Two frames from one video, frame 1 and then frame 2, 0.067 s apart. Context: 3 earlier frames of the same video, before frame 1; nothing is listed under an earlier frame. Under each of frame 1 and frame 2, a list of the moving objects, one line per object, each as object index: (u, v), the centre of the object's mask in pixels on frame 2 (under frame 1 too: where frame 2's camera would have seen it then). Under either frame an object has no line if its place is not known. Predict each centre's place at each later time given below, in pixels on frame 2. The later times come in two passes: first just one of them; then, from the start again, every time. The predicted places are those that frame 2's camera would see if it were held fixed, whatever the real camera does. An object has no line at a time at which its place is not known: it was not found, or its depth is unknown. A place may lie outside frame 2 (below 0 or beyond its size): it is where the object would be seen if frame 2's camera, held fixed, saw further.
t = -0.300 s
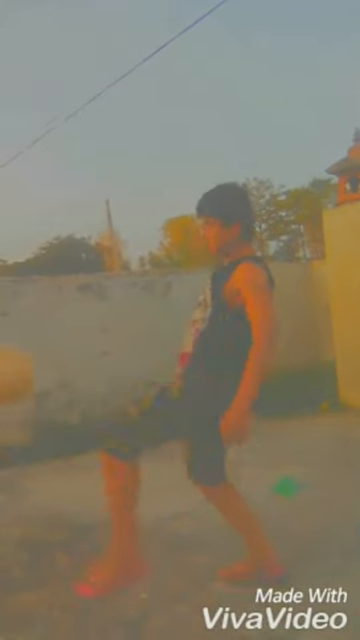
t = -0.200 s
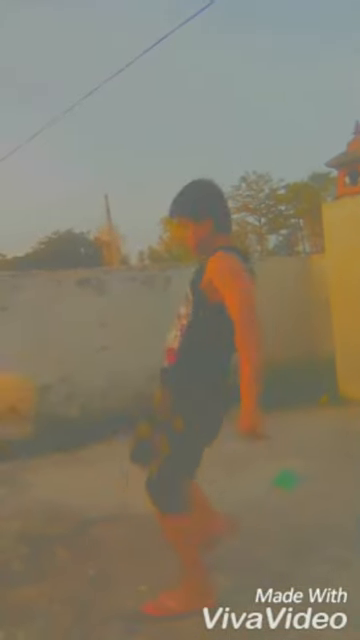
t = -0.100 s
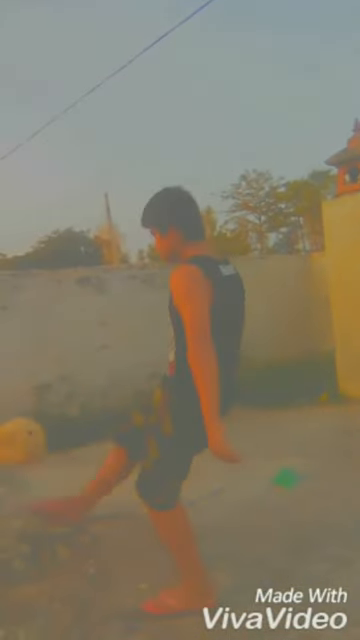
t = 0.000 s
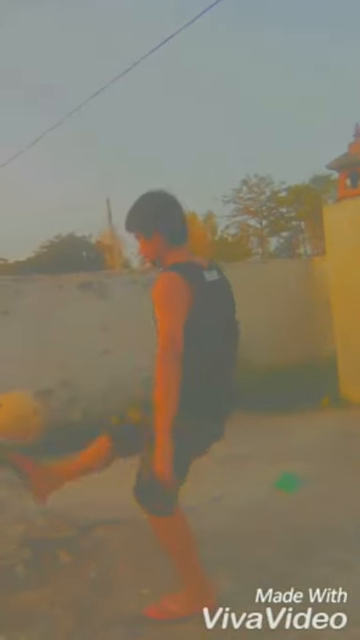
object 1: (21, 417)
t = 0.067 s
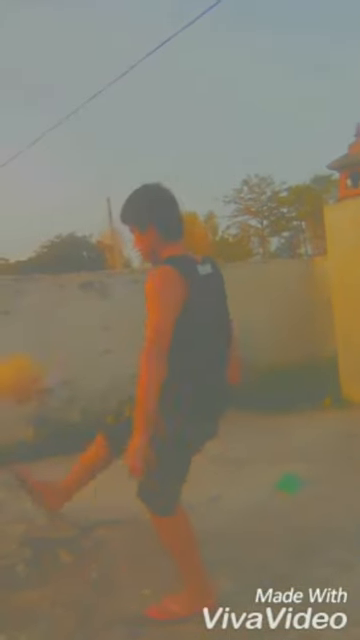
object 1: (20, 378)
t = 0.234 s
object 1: (25, 331)
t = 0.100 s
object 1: (21, 364)
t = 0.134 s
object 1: (22, 352)
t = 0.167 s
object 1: (23, 343)
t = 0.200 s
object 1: (23, 335)
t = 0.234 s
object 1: (25, 331)
